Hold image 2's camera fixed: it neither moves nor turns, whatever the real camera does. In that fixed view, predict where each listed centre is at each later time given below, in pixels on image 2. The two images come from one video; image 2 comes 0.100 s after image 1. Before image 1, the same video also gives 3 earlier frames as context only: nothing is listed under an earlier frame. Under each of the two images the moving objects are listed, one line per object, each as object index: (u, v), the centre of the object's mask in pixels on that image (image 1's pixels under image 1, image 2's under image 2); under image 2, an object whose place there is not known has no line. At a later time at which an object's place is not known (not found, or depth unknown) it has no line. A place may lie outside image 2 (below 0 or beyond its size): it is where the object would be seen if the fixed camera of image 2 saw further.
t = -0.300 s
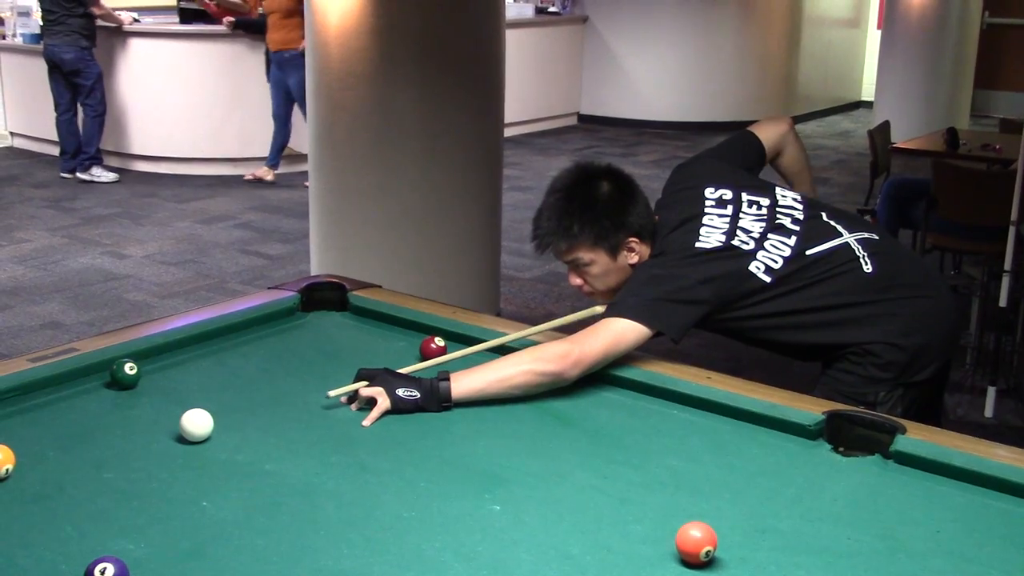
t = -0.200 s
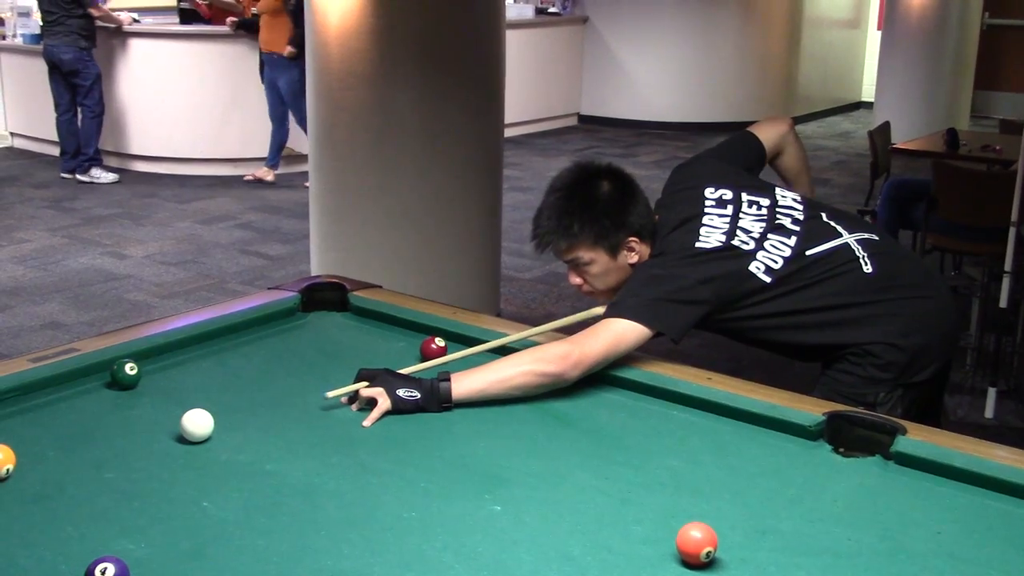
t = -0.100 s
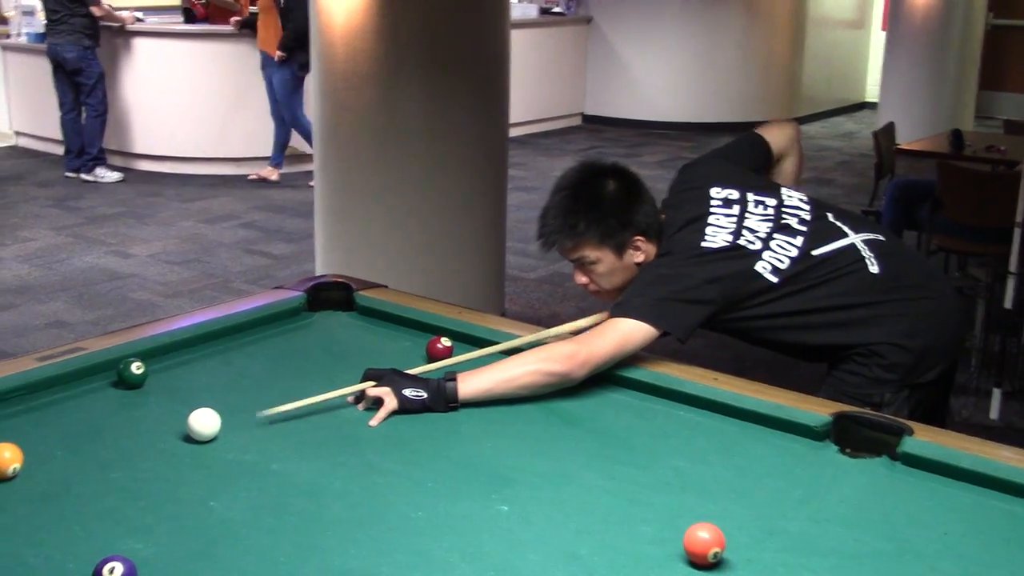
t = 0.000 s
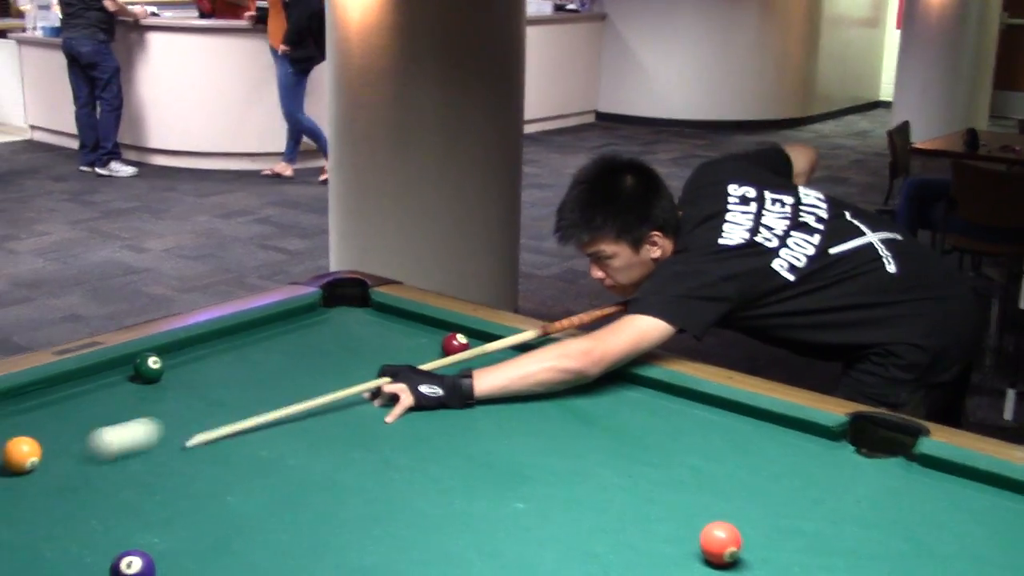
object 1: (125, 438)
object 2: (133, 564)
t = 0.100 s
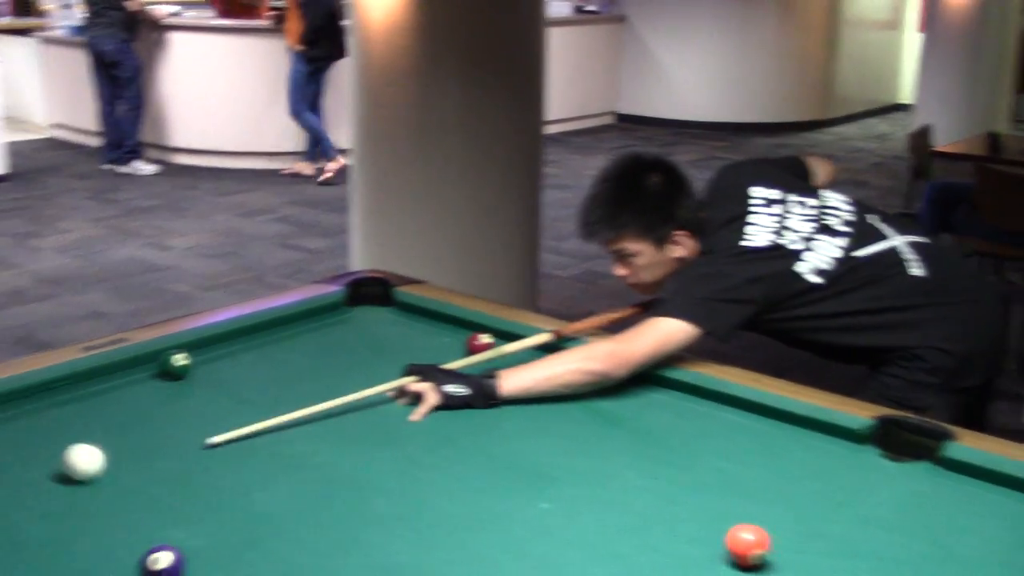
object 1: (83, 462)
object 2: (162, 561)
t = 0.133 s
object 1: (84, 469)
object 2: (162, 563)
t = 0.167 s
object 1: (90, 475)
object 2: (169, 562)
